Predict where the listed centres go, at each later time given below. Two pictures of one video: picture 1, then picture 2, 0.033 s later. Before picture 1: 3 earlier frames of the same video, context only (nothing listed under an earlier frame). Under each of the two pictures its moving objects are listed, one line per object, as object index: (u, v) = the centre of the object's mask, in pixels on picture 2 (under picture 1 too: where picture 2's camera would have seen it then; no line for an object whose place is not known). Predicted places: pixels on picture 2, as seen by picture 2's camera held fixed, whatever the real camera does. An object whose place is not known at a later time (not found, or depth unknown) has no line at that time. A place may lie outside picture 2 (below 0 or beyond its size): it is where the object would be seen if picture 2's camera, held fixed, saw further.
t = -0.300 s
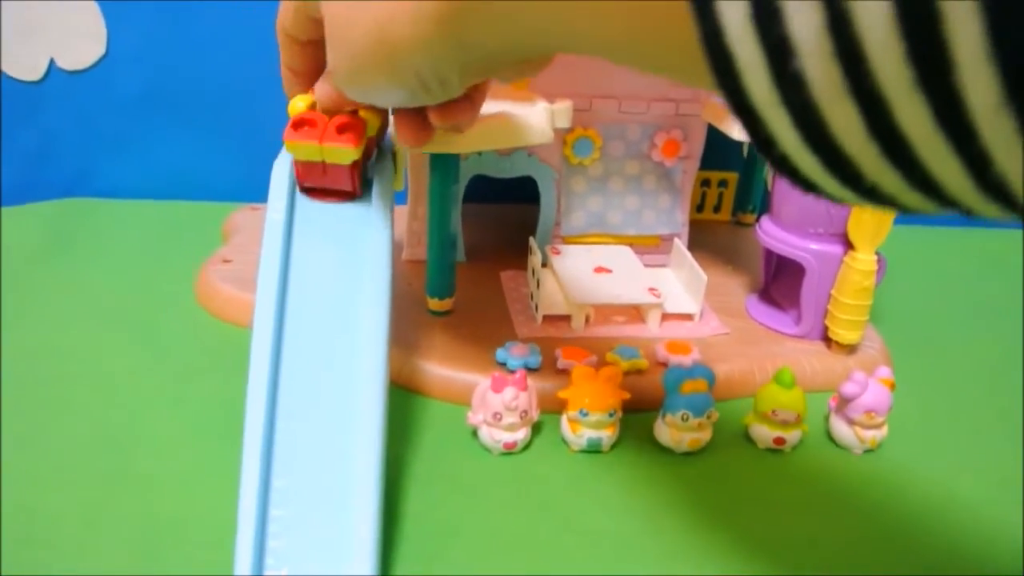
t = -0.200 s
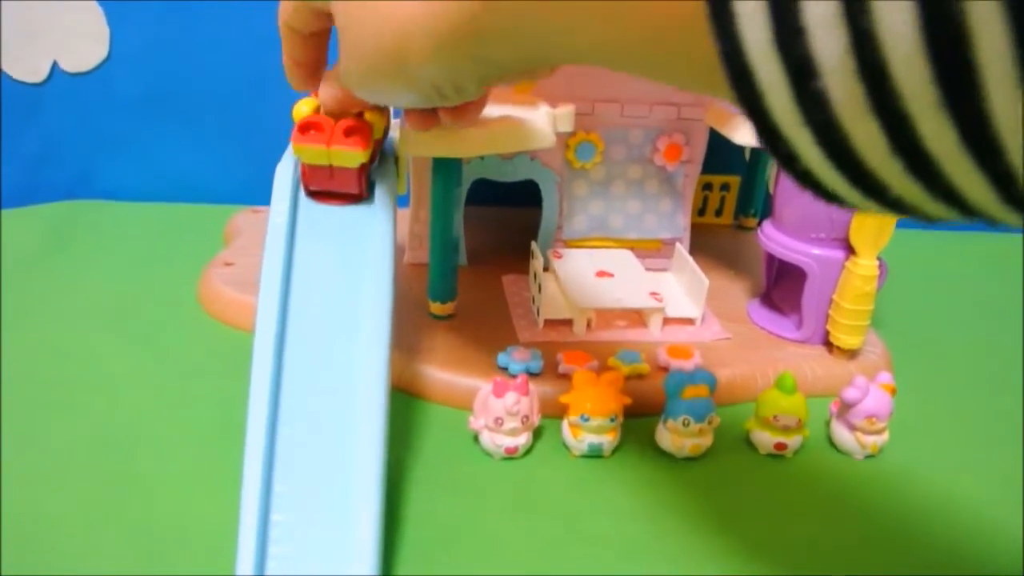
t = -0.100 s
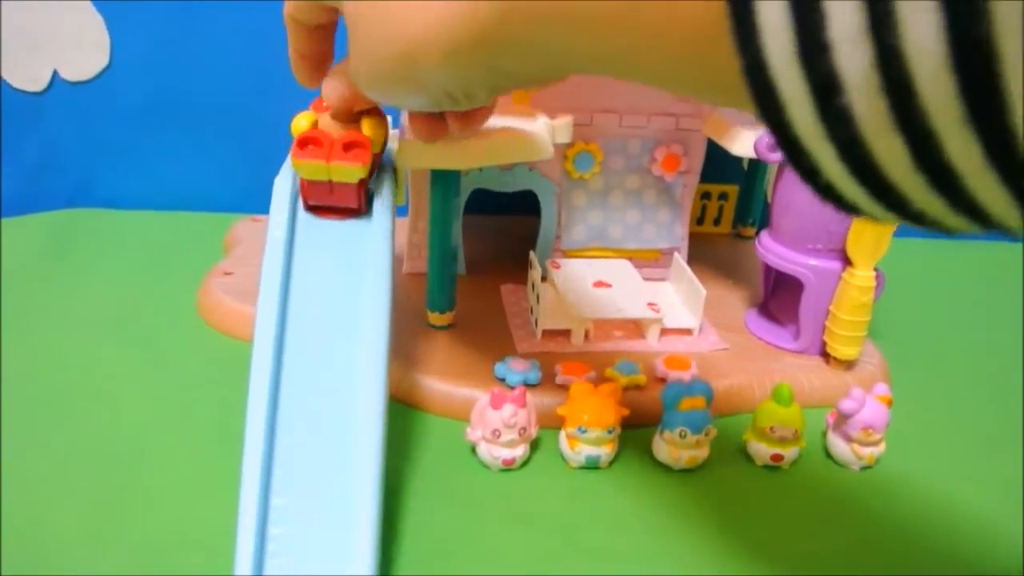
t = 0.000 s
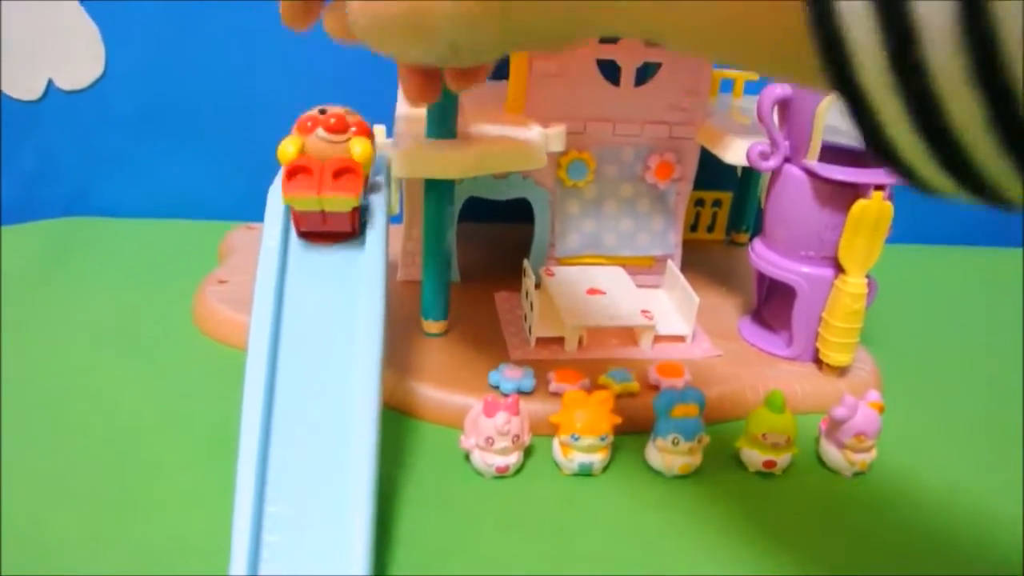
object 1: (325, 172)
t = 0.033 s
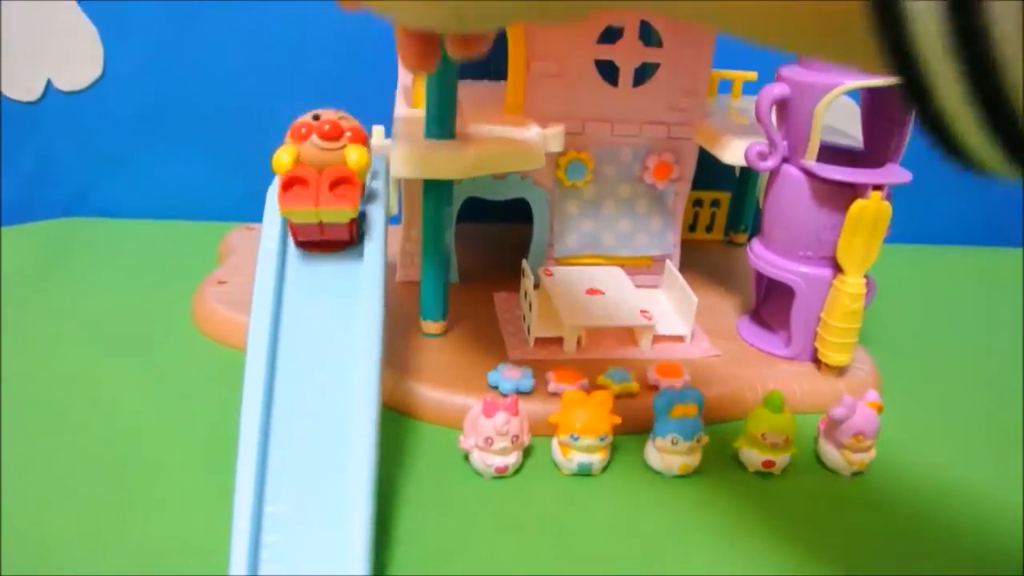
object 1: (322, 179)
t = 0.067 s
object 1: (319, 190)
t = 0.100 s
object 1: (318, 208)
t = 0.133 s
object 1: (315, 233)
